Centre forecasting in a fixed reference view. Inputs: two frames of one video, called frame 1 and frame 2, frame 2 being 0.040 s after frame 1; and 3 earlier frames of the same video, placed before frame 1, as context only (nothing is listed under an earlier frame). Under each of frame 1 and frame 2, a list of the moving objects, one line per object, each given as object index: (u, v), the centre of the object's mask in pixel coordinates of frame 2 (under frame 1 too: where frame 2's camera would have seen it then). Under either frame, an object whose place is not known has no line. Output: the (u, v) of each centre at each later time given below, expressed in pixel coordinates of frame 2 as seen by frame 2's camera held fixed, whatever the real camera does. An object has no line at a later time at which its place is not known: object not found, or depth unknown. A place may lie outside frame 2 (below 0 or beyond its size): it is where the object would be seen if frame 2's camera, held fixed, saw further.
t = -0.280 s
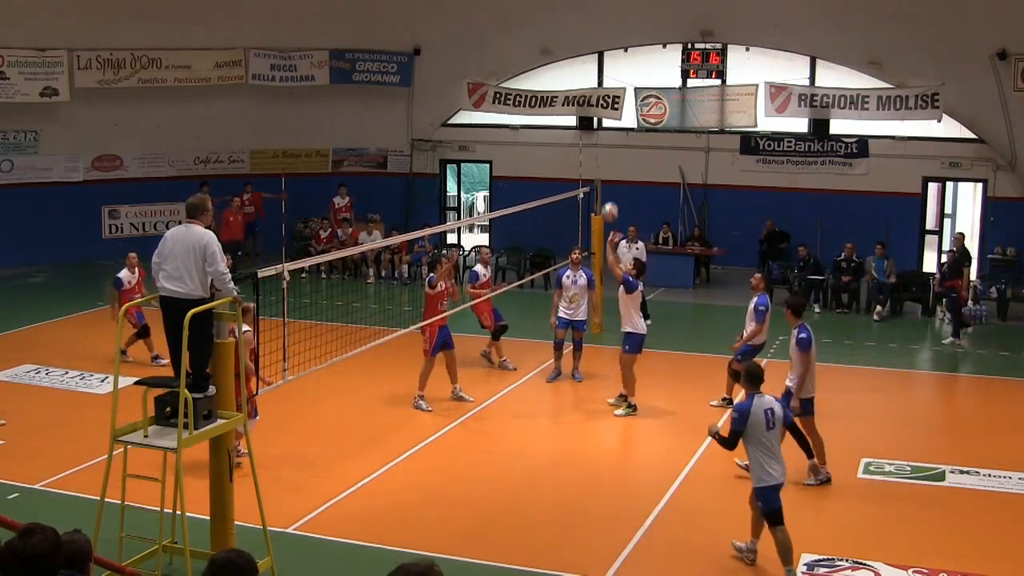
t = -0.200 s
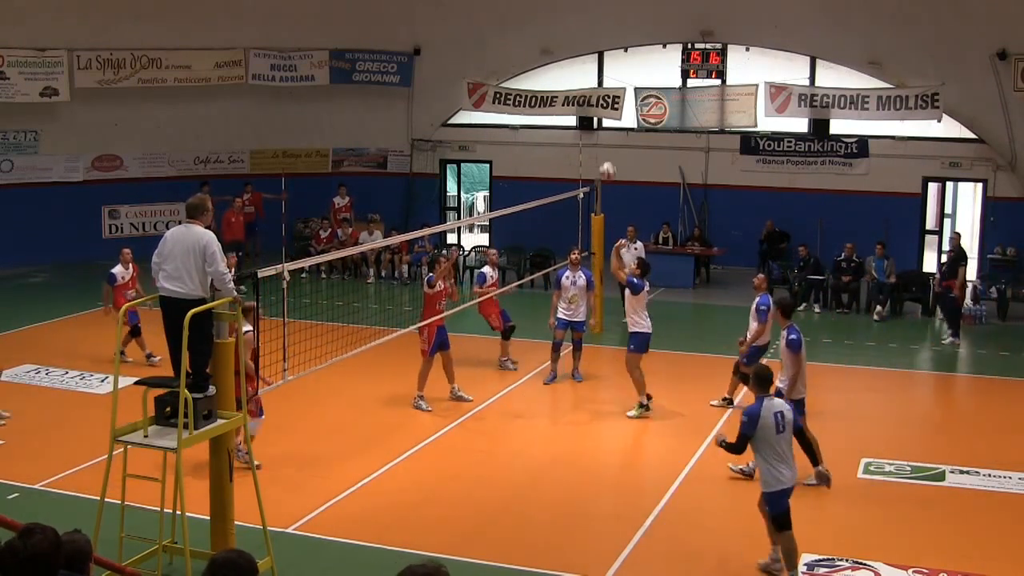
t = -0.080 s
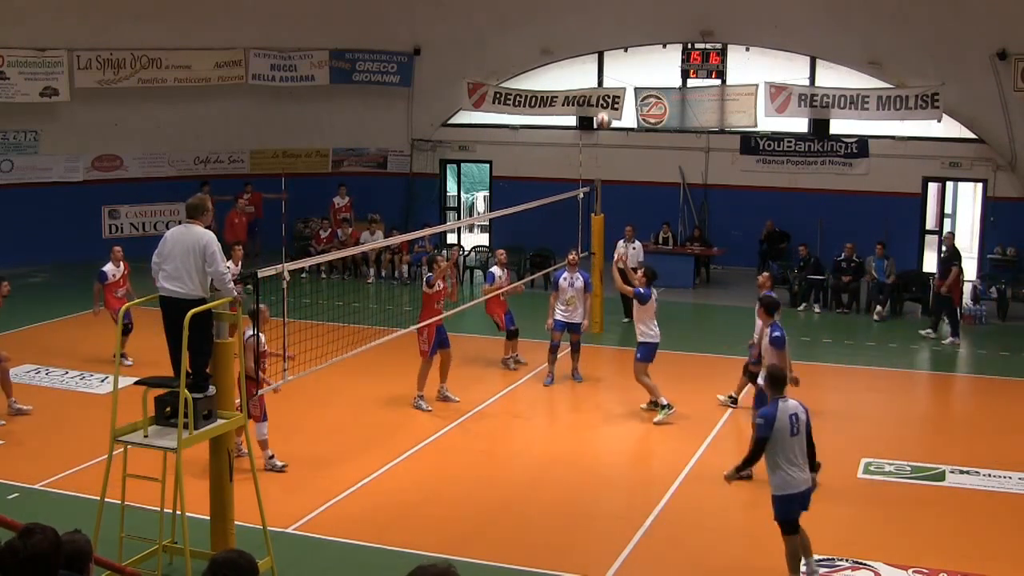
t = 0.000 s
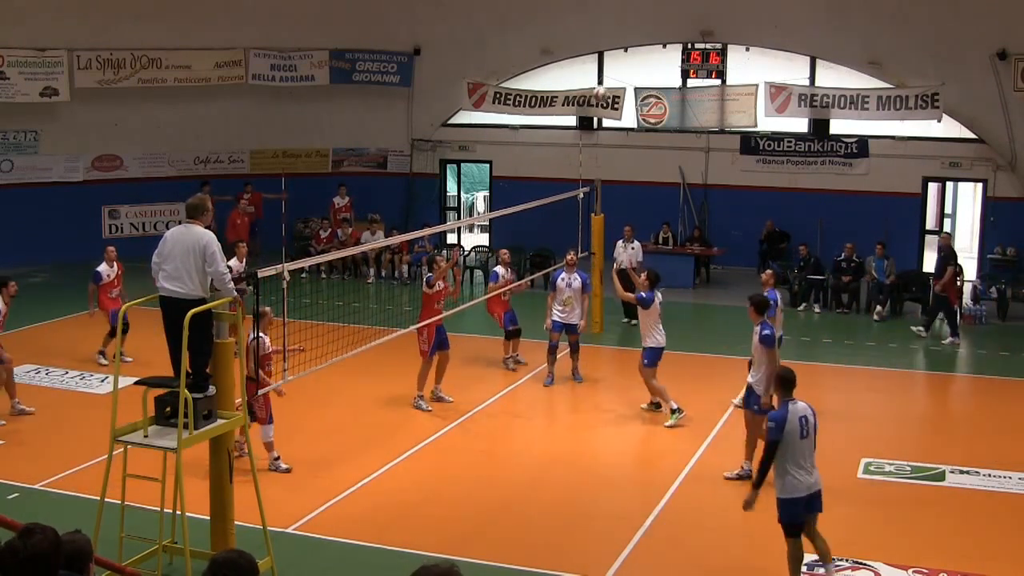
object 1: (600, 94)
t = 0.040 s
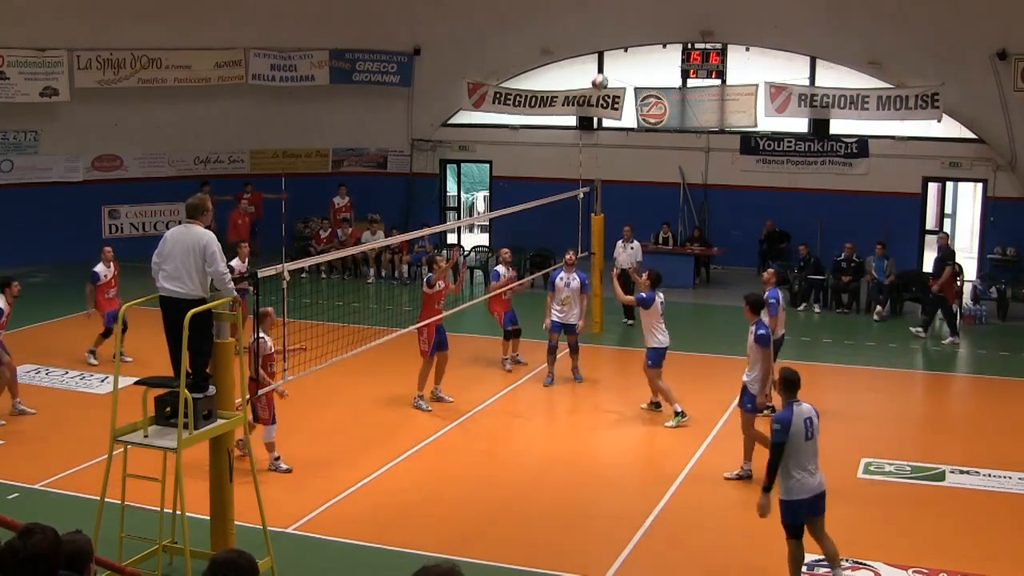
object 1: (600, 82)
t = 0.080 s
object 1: (598, 72)
